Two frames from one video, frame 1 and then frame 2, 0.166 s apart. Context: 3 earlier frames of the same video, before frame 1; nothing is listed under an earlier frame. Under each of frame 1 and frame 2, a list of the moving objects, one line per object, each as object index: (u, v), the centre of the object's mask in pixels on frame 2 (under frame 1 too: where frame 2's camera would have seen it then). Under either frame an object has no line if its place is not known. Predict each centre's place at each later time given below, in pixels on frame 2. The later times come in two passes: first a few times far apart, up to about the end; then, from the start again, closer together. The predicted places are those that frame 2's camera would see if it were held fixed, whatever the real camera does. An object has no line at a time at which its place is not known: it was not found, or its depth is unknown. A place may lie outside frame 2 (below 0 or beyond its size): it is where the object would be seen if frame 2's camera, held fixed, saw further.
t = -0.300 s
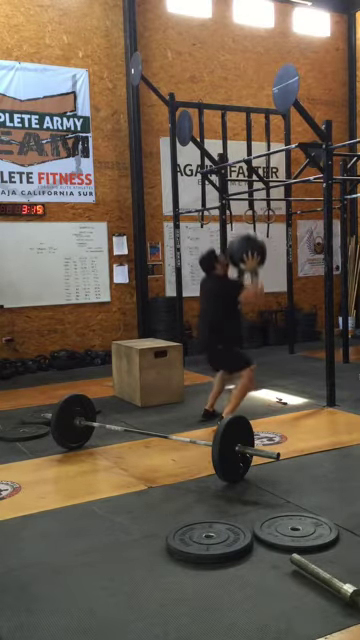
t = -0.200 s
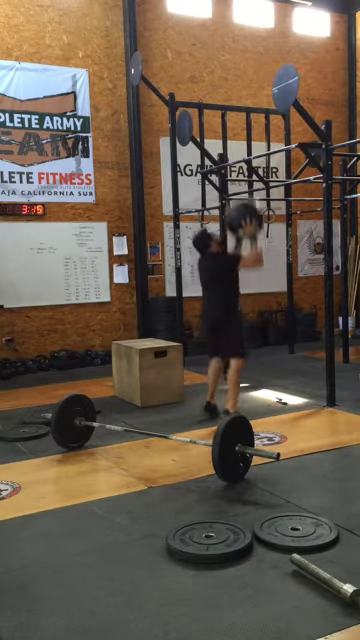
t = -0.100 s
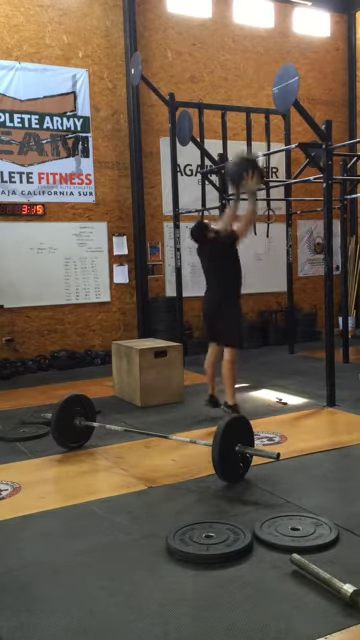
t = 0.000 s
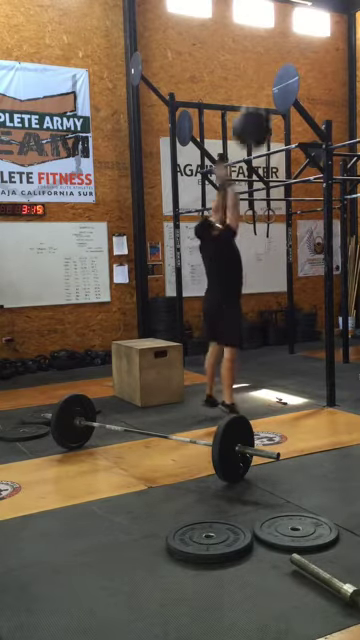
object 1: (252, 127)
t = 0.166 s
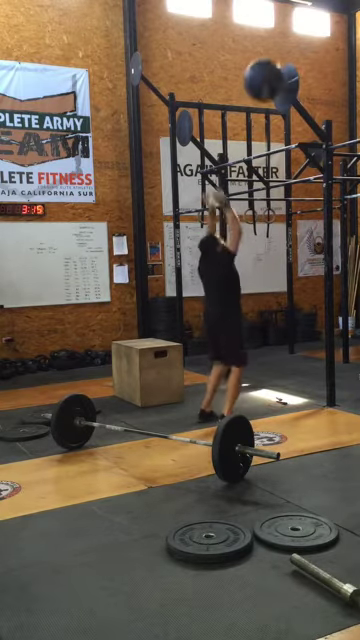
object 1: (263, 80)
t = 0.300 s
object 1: (265, 66)
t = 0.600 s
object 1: (254, 104)
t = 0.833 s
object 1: (246, 204)
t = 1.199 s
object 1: (237, 387)
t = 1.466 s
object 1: (233, 349)
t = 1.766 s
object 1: (232, 388)
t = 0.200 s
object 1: (266, 74)
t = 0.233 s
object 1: (267, 70)
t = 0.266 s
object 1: (266, 67)
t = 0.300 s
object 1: (265, 66)
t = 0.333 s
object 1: (264, 65)
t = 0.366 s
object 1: (263, 65)
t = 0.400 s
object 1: (261, 67)
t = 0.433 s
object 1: (260, 70)
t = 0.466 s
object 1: (259, 74)
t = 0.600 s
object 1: (254, 104)
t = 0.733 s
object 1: (247, 154)
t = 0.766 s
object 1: (247, 170)
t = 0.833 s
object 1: (246, 204)
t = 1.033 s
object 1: (242, 333)
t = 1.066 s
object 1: (239, 346)
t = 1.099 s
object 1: (240, 375)
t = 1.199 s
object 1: (237, 387)
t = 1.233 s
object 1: (236, 378)
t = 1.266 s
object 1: (236, 370)
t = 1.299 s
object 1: (236, 363)
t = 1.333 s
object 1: (234, 357)
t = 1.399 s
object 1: (233, 351)
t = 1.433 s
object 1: (234, 350)
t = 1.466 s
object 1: (233, 349)
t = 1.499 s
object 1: (233, 349)
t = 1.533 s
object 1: (233, 350)
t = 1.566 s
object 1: (233, 352)
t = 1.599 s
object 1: (232, 354)
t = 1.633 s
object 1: (232, 359)
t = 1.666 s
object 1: (232, 364)
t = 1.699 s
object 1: (233, 371)
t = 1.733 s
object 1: (232, 379)
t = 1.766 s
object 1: (232, 388)
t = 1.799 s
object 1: (231, 398)
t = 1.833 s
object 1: (231, 401)
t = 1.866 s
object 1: (230, 396)
